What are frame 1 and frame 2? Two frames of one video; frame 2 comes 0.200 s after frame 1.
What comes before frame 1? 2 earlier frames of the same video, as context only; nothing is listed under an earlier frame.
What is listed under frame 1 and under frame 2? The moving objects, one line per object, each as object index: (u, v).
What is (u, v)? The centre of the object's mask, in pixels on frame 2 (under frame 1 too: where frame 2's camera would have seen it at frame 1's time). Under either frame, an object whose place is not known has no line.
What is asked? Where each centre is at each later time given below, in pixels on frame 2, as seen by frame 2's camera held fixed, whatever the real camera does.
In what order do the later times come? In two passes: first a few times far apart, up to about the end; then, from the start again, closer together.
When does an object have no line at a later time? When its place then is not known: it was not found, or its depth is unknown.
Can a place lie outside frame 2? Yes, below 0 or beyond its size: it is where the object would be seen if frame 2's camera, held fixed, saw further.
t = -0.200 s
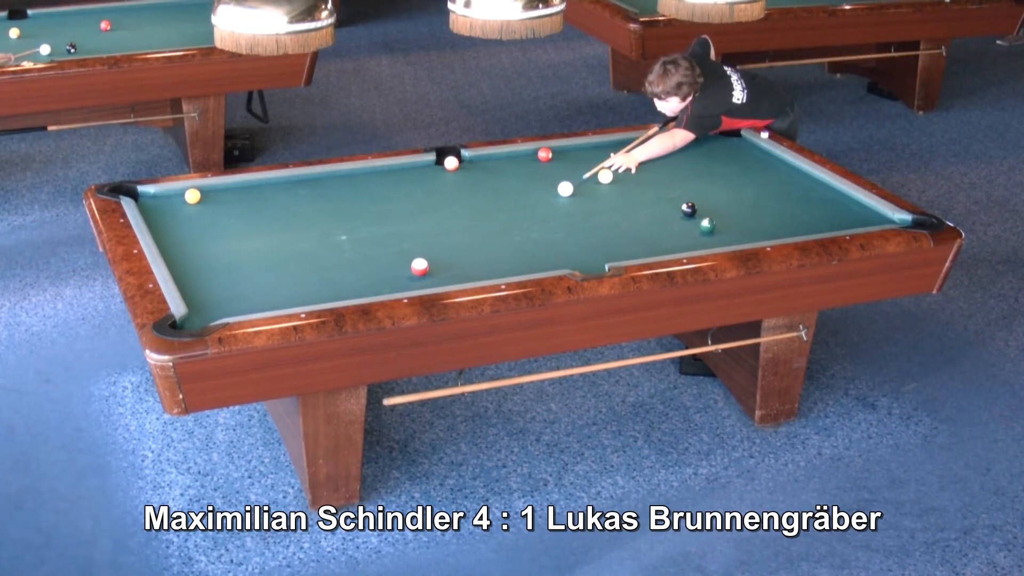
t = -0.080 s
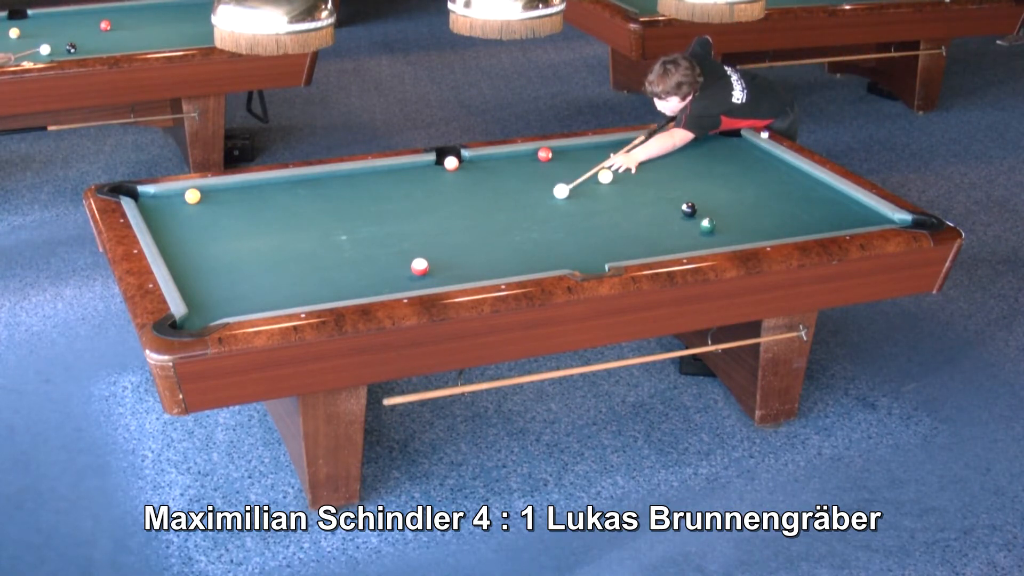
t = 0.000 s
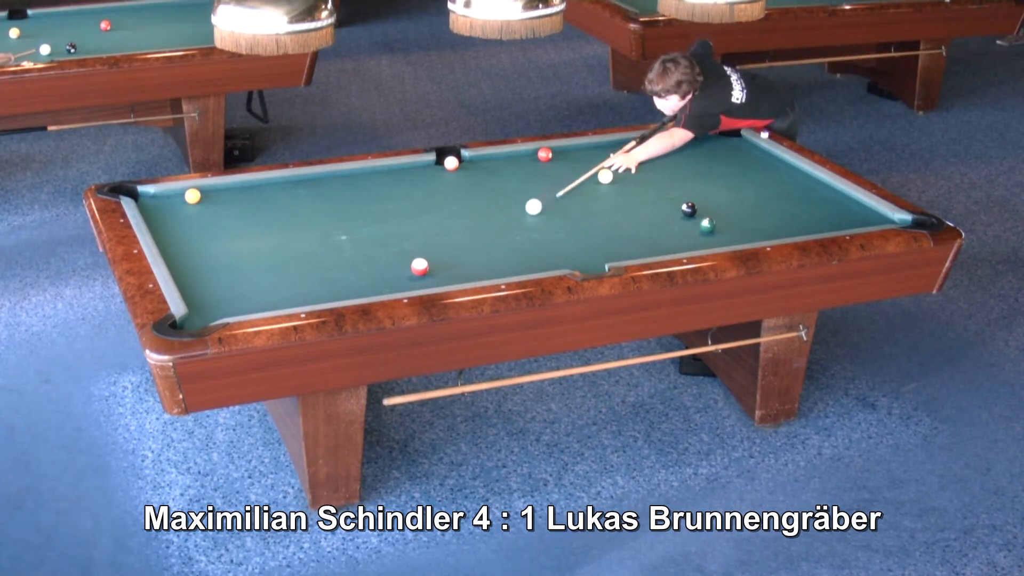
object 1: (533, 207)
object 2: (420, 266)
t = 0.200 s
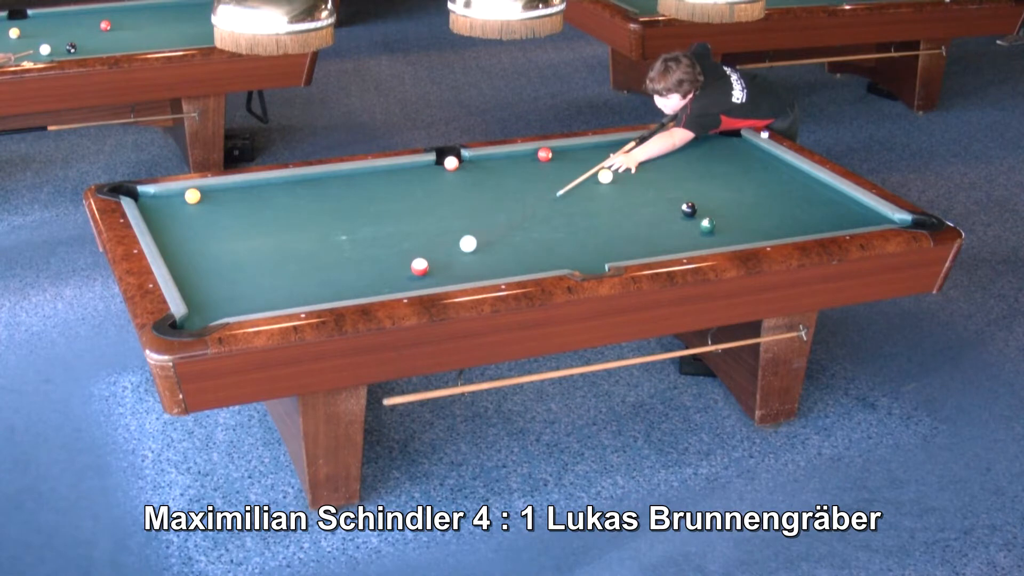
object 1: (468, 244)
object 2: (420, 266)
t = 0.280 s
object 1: (444, 257)
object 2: (420, 266)
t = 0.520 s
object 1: (445, 277)
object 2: (350, 286)
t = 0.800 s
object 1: (436, 279)
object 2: (273, 305)
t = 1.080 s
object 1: (421, 270)
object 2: (201, 317)
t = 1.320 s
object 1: (409, 262)
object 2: (206, 321)
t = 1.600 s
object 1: (396, 255)
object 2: (199, 320)
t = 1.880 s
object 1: (385, 248)
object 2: (193, 318)
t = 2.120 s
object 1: (377, 242)
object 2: (196, 317)
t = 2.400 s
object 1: (368, 237)
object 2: (197, 317)
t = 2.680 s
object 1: (361, 232)
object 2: (197, 317)
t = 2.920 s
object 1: (356, 229)
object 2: (197, 317)
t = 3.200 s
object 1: (350, 225)
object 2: (197, 317)
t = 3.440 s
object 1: (347, 223)
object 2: (197, 317)
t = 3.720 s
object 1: (343, 220)
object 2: (197, 317)
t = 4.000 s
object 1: (341, 218)
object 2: (197, 317)
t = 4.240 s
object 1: (339, 217)
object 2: (197, 317)
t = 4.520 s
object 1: (338, 216)
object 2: (197, 317)
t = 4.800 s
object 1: (338, 216)
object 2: (197, 317)
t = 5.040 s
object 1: (339, 216)
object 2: (197, 317)
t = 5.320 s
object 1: (339, 216)
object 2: (197, 317)
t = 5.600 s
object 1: (339, 216)
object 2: (197, 317)
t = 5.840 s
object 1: (339, 216)
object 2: (197, 317)
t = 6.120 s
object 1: (339, 216)
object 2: (197, 317)
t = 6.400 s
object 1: (339, 216)
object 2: (197, 317)
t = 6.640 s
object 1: (339, 216)
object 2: (197, 317)
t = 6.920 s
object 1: (339, 216)
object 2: (197, 317)
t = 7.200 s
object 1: (339, 216)
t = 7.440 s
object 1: (339, 216)
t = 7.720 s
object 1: (339, 216)
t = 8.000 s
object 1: (339, 216)
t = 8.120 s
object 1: (344, 215)
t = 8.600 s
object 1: (336, 215)
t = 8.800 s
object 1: (339, 216)
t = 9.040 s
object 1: (339, 216)
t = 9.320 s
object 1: (339, 216)
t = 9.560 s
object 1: (339, 216)
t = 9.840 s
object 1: (339, 216)
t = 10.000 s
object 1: (339, 216)
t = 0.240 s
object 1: (456, 251)
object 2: (420, 266)
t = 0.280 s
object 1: (444, 257)
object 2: (420, 266)
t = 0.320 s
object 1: (434, 263)
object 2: (418, 267)
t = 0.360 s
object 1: (438, 266)
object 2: (403, 271)
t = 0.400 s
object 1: (441, 268)
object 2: (388, 275)
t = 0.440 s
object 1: (443, 271)
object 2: (374, 279)
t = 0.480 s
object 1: (445, 274)
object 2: (362, 282)
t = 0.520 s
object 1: (445, 277)
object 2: (350, 286)
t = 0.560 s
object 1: (446, 280)
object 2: (339, 289)
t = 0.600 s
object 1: (446, 282)
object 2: (329, 292)
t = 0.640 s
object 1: (445, 282)
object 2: (317, 294)
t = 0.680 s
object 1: (443, 282)
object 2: (306, 298)
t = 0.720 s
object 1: (440, 281)
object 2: (295, 300)
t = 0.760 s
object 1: (438, 280)
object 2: (284, 303)
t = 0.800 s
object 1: (436, 279)
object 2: (273, 305)
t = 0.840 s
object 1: (434, 278)
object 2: (261, 308)
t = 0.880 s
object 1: (432, 276)
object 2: (251, 310)
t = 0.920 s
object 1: (429, 275)
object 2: (240, 311)
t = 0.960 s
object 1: (427, 273)
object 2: (230, 313)
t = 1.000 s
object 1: (425, 272)
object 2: (220, 314)
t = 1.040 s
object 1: (423, 271)
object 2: (210, 316)
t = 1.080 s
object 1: (421, 270)
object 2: (201, 317)
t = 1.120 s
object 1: (419, 268)
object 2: (194, 318)
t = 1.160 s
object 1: (417, 267)
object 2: (197, 319)
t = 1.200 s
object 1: (415, 266)
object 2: (200, 319)
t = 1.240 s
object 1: (413, 265)
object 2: (202, 320)
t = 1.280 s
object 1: (411, 263)
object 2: (204, 321)
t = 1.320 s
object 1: (409, 262)
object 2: (206, 321)
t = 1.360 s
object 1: (407, 261)
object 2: (205, 321)
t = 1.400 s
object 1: (405, 260)
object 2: (204, 321)
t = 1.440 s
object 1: (403, 259)
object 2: (203, 321)
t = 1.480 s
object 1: (402, 258)
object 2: (202, 321)
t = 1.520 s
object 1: (400, 257)
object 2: (201, 320)
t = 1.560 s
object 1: (398, 256)
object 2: (200, 320)
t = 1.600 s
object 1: (396, 255)
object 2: (199, 320)
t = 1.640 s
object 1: (395, 254)
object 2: (198, 319)
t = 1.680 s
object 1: (393, 253)
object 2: (197, 319)
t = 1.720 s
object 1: (392, 252)
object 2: (196, 319)
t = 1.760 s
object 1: (390, 251)
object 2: (196, 319)
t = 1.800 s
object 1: (388, 250)
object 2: (195, 319)
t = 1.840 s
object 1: (387, 249)
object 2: (194, 318)
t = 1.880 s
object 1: (385, 248)
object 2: (193, 318)
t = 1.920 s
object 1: (384, 247)
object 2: (194, 318)
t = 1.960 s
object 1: (382, 246)
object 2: (194, 318)
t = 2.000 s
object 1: (381, 245)
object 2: (195, 318)
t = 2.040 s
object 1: (380, 244)
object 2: (195, 317)
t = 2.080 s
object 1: (378, 243)
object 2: (196, 317)
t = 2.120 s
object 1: (377, 242)
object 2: (196, 317)
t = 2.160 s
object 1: (376, 242)
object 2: (196, 317)
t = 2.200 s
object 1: (374, 241)
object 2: (196, 317)
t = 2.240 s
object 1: (373, 240)
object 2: (197, 317)
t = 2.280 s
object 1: (372, 239)
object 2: (197, 317)
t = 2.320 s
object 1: (371, 238)
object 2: (197, 317)
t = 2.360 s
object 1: (370, 238)
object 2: (197, 317)
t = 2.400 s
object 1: (368, 237)
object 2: (197, 317)
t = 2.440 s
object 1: (367, 236)
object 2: (197, 317)
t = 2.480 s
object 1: (366, 236)
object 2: (197, 317)
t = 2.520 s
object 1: (365, 235)
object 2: (197, 317)
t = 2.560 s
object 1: (364, 234)
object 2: (197, 317)
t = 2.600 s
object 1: (363, 234)
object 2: (197, 317)
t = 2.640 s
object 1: (362, 233)
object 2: (197, 317)
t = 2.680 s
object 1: (361, 232)
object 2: (197, 317)
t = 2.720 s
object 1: (360, 232)
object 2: (197, 317)
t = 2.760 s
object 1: (359, 231)
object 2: (197, 317)
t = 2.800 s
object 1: (358, 230)
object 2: (197, 317)
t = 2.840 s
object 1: (357, 230)
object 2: (197, 317)
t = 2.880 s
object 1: (357, 229)
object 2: (197, 317)
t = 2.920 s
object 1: (356, 229)
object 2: (197, 317)
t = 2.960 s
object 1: (355, 228)
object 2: (197, 317)
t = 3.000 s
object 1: (354, 228)
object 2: (197, 317)
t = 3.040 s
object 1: (353, 227)
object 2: (197, 317)
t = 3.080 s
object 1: (353, 227)
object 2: (197, 317)
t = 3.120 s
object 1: (352, 226)
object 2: (197, 317)
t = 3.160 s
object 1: (351, 226)
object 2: (197, 317)
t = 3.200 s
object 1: (350, 225)
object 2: (197, 317)
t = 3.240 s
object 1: (350, 225)
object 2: (197, 317)
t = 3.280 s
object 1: (349, 224)
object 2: (197, 317)
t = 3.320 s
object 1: (349, 224)
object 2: (197, 317)
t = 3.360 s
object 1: (348, 224)
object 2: (197, 317)
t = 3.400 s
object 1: (347, 223)
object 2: (197, 317)
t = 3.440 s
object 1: (347, 223)
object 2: (197, 317)
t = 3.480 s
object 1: (346, 222)
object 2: (197, 317)
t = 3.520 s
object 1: (346, 222)
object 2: (197, 317)
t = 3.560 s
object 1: (345, 222)
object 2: (197, 317)
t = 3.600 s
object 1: (345, 221)
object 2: (197, 317)
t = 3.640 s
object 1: (344, 221)
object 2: (197, 317)
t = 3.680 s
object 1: (344, 220)
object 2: (197, 317)
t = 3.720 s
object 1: (343, 220)
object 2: (197, 317)
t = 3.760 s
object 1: (343, 220)
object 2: (197, 317)
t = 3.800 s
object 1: (342, 220)
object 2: (197, 317)
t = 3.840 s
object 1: (342, 219)
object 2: (197, 317)
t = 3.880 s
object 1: (342, 219)
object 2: (197, 317)
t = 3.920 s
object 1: (341, 219)
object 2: (197, 317)
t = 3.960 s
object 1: (341, 219)
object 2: (197, 317)
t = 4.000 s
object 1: (341, 218)
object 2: (197, 317)
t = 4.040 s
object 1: (340, 218)
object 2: (197, 317)
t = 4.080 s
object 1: (340, 218)
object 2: (197, 317)
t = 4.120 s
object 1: (340, 218)
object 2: (197, 317)
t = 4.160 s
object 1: (340, 218)
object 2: (197, 317)
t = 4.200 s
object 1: (340, 217)
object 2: (197, 317)
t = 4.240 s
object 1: (339, 217)
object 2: (197, 317)
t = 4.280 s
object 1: (339, 217)
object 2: (197, 317)
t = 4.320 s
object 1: (339, 217)
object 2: (197, 317)
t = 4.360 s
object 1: (339, 217)
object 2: (197, 317)
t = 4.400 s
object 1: (339, 217)
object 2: (197, 317)
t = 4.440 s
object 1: (339, 217)
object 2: (197, 317)
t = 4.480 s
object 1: (339, 217)
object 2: (197, 317)
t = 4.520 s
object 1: (338, 216)
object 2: (197, 317)
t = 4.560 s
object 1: (338, 216)
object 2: (197, 317)
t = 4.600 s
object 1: (338, 216)
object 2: (197, 317)
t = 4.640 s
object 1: (338, 216)
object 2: (197, 317)
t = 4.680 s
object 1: (338, 216)
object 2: (197, 317)
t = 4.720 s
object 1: (338, 216)
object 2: (197, 317)
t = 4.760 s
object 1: (338, 216)
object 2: (197, 317)
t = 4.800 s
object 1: (338, 216)
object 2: (197, 317)
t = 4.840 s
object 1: (339, 216)
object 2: (197, 317)
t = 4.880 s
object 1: (339, 216)
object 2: (197, 317)
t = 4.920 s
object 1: (339, 216)
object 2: (197, 317)
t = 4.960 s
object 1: (339, 216)
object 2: (197, 317)
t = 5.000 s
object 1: (339, 216)
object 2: (197, 317)
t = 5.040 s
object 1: (339, 216)
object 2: (197, 317)
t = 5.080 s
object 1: (339, 216)
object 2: (197, 317)
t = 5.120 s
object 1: (339, 216)
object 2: (197, 317)
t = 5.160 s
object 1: (339, 216)
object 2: (197, 317)
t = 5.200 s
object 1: (339, 216)
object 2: (197, 317)
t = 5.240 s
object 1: (339, 216)
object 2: (197, 317)
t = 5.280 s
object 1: (339, 216)
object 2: (197, 317)
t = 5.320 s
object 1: (339, 216)
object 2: (197, 317)
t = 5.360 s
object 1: (339, 216)
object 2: (197, 317)
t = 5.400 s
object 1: (339, 216)
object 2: (197, 317)
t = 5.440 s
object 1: (339, 216)
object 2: (197, 317)
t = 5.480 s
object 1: (339, 216)
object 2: (197, 317)
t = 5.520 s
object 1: (339, 216)
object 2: (197, 317)
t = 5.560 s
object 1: (339, 216)
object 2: (197, 317)
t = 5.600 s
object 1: (339, 216)
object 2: (197, 317)
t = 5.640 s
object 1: (339, 216)
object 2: (197, 317)
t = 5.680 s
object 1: (339, 216)
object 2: (197, 317)
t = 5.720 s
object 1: (339, 216)
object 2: (197, 317)
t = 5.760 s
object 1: (339, 216)
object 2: (197, 317)
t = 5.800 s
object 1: (339, 216)
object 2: (197, 317)
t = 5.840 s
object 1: (339, 216)
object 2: (197, 317)
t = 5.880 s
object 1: (339, 216)
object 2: (197, 317)
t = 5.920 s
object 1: (339, 216)
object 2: (197, 317)
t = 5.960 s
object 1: (339, 216)
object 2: (197, 317)
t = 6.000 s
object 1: (339, 216)
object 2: (197, 317)
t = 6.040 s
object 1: (339, 216)
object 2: (197, 317)
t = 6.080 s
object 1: (339, 216)
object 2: (197, 317)
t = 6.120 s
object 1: (339, 216)
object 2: (197, 317)
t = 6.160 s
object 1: (339, 216)
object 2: (197, 317)
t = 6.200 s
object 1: (339, 216)
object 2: (197, 317)
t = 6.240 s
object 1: (339, 216)
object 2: (197, 317)
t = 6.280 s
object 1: (339, 216)
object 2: (197, 317)
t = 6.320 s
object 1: (339, 216)
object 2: (197, 317)
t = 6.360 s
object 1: (339, 216)
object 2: (197, 317)
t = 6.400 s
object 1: (339, 216)
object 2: (197, 317)
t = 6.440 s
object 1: (339, 216)
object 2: (197, 317)
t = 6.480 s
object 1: (339, 216)
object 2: (197, 317)
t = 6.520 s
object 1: (339, 216)
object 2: (197, 317)
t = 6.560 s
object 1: (339, 216)
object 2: (197, 317)
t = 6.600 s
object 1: (339, 216)
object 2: (197, 317)
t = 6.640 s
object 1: (339, 216)
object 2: (197, 317)
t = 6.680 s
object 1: (339, 216)
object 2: (197, 317)
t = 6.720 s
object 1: (339, 216)
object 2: (197, 317)
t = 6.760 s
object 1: (339, 216)
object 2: (197, 317)
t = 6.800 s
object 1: (339, 216)
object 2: (197, 317)
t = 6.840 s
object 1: (339, 216)
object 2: (197, 317)
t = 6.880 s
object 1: (339, 216)
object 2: (197, 317)
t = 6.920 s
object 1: (339, 216)
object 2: (197, 317)
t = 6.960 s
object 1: (339, 216)
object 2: (197, 317)
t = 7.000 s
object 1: (339, 216)
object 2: (197, 317)
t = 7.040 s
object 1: (339, 216)
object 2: (197, 317)
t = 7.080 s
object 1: (339, 216)
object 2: (197, 317)
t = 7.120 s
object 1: (339, 216)
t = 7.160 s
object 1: (339, 216)
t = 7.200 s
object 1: (339, 216)
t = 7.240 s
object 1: (339, 216)
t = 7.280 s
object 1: (339, 216)
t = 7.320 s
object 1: (339, 216)
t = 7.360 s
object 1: (339, 216)
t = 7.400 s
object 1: (339, 216)
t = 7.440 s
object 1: (339, 216)
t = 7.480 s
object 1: (339, 216)
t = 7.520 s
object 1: (339, 216)
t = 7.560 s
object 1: (339, 216)
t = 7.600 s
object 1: (339, 216)
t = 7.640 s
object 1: (339, 216)
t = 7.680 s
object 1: (339, 216)
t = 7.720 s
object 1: (339, 216)
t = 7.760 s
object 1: (339, 216)
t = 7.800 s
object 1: (339, 216)
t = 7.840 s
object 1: (339, 216)
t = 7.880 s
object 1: (339, 216)
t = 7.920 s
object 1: (339, 216)
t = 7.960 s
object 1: (339, 216)
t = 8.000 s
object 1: (339, 216)
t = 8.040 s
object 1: (339, 216)
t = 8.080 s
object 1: (339, 216)
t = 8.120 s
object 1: (344, 215)
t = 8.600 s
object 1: (336, 215)
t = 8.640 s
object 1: (339, 216)
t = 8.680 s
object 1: (339, 216)
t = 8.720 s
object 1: (339, 216)
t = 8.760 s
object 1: (339, 216)
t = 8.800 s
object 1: (339, 216)
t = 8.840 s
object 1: (339, 216)
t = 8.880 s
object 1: (339, 216)
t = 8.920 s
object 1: (339, 216)
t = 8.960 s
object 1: (339, 216)
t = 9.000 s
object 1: (339, 216)
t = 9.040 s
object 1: (339, 216)
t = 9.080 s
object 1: (339, 216)
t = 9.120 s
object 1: (339, 216)
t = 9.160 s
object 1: (339, 216)
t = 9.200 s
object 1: (339, 216)
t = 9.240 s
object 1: (339, 216)
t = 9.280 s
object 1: (339, 216)
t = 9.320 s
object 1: (339, 216)
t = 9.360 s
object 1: (339, 216)
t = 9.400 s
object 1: (339, 216)
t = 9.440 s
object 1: (339, 216)
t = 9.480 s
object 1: (339, 216)
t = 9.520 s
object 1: (339, 216)
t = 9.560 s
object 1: (339, 216)
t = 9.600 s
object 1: (339, 216)
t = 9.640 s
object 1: (339, 216)
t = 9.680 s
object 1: (339, 216)
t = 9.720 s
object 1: (339, 216)
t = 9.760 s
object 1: (339, 216)
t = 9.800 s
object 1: (339, 216)
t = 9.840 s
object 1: (339, 216)
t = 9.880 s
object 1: (339, 216)
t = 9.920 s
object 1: (339, 216)
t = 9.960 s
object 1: (339, 216)
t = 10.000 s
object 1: (339, 216)
